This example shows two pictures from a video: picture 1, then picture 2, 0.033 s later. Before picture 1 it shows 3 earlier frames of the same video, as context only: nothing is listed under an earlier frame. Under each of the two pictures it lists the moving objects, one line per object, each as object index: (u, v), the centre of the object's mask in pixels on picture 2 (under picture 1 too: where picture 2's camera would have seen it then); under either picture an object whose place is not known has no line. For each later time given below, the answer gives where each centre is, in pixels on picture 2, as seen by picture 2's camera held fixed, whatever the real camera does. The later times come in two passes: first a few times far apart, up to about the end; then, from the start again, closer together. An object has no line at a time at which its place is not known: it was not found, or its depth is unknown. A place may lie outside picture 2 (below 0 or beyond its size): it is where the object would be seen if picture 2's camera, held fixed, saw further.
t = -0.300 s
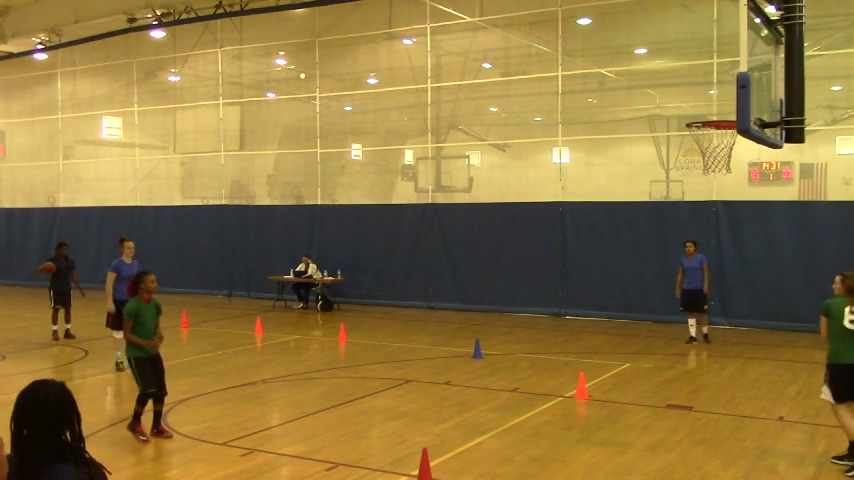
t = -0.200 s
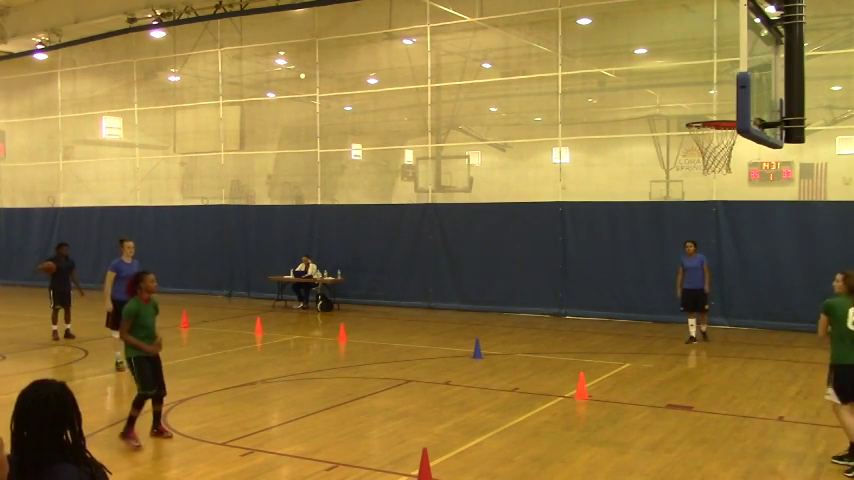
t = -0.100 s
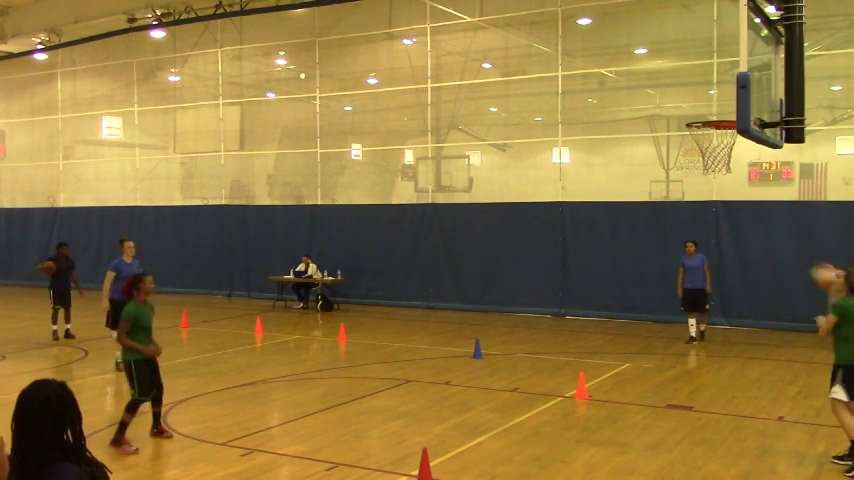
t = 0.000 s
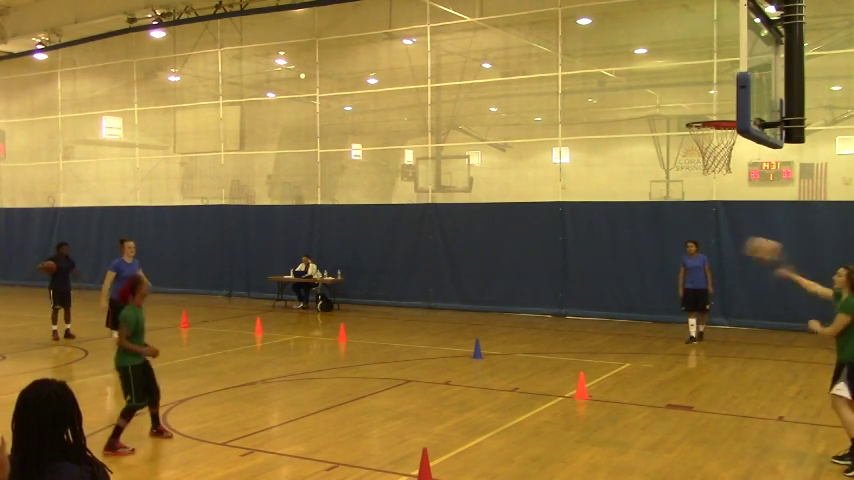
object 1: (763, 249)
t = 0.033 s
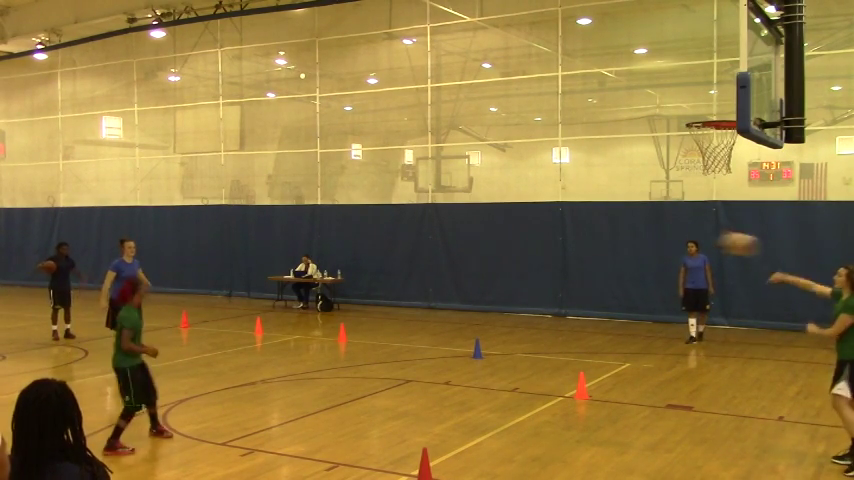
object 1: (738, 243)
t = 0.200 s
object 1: (621, 230)
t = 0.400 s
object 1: (502, 247)
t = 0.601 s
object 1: (403, 294)
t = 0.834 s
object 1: (308, 370)
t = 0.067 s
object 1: (714, 239)
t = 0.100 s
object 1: (689, 233)
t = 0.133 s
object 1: (666, 232)
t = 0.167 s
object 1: (643, 230)
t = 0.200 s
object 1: (621, 230)
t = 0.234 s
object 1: (601, 230)
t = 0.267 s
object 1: (580, 232)
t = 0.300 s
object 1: (560, 235)
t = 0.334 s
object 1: (540, 238)
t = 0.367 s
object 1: (520, 243)
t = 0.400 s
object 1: (502, 247)
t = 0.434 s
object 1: (485, 253)
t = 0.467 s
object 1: (467, 260)
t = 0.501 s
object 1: (450, 267)
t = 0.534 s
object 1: (435, 275)
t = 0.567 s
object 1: (418, 284)
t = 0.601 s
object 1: (403, 294)
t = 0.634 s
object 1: (388, 303)
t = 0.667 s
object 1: (373, 313)
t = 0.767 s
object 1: (331, 349)
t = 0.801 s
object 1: (317, 361)
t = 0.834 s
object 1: (308, 370)
